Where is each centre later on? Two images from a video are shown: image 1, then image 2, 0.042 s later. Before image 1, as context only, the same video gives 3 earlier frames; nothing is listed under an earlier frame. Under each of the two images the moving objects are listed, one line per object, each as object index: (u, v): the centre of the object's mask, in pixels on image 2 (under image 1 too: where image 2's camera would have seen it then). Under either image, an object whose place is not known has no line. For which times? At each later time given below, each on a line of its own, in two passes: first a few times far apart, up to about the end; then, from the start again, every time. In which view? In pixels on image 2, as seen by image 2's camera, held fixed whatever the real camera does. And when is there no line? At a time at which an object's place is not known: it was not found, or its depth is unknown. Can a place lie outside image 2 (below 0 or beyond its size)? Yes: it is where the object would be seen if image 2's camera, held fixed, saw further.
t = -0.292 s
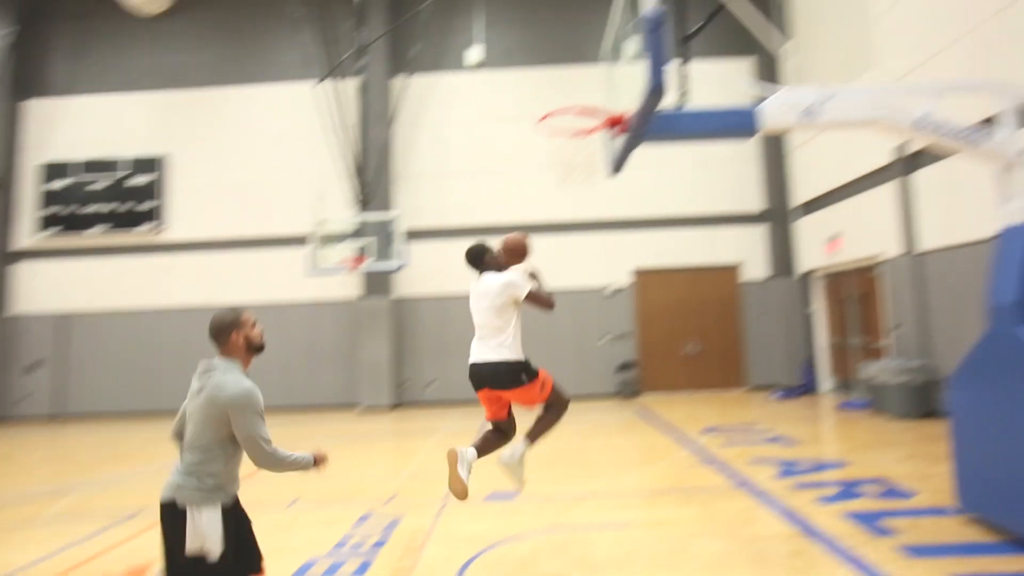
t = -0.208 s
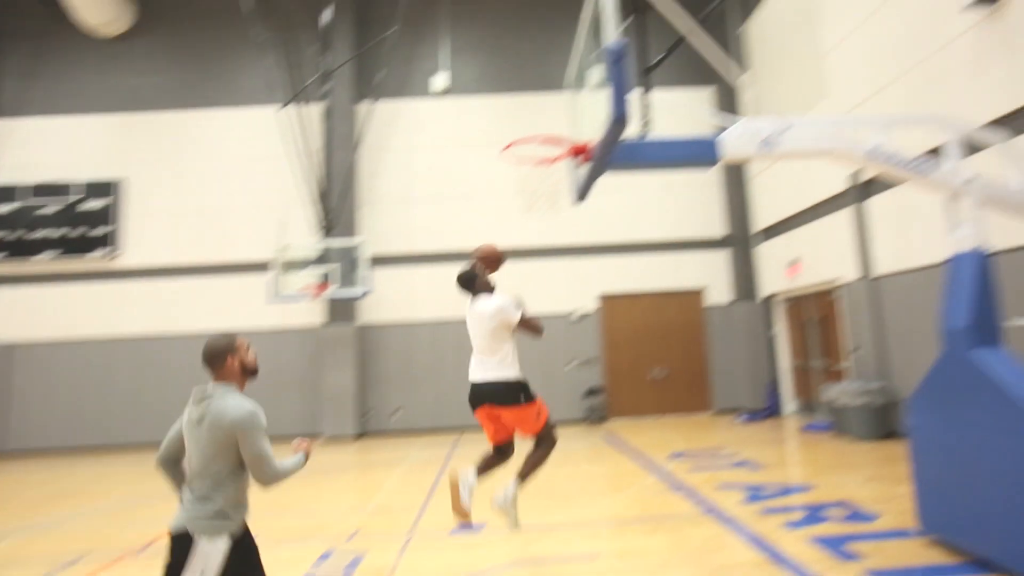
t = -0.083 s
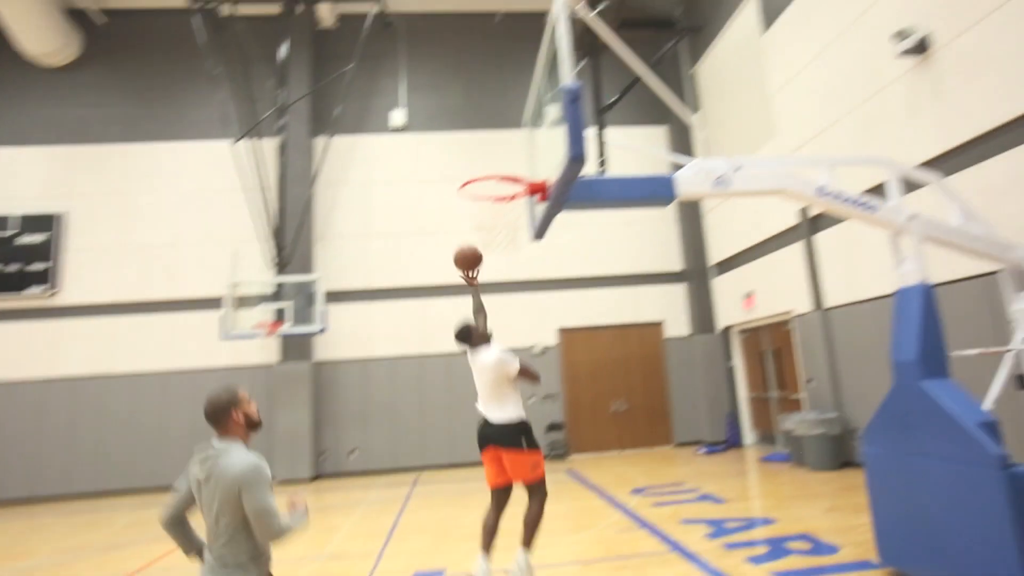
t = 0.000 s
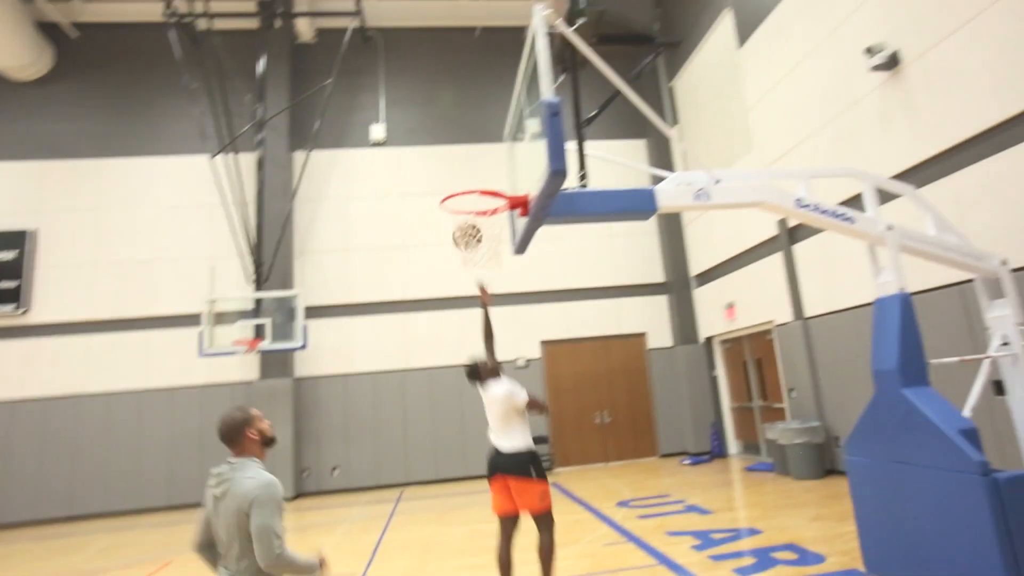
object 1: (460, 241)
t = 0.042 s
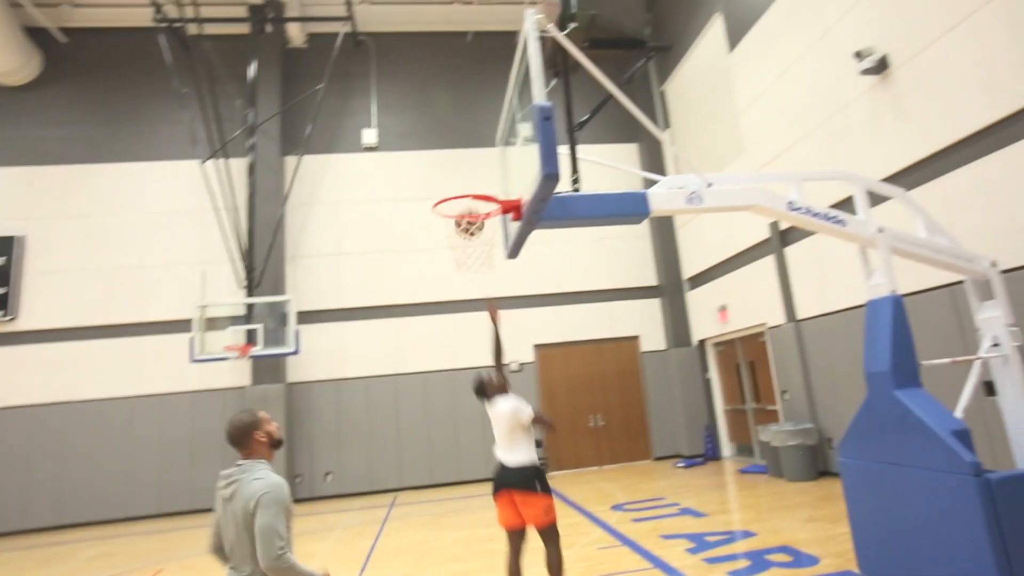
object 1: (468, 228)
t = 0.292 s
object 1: (473, 182)
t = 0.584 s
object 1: (477, 218)
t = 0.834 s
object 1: (499, 273)
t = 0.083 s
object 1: (476, 207)
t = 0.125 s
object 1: (488, 194)
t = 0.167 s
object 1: (496, 185)
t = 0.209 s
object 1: (489, 182)
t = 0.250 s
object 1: (481, 182)
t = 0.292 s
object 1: (473, 182)
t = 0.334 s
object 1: (465, 185)
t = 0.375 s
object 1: (458, 194)
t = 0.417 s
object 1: (450, 204)
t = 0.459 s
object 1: (455, 206)
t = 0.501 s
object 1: (462, 210)
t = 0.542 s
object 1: (469, 213)
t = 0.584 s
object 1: (477, 218)
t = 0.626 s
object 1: (485, 227)
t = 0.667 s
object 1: (490, 234)
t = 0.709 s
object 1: (492, 241)
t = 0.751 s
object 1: (495, 252)
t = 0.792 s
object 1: (497, 260)
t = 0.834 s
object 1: (499, 273)
